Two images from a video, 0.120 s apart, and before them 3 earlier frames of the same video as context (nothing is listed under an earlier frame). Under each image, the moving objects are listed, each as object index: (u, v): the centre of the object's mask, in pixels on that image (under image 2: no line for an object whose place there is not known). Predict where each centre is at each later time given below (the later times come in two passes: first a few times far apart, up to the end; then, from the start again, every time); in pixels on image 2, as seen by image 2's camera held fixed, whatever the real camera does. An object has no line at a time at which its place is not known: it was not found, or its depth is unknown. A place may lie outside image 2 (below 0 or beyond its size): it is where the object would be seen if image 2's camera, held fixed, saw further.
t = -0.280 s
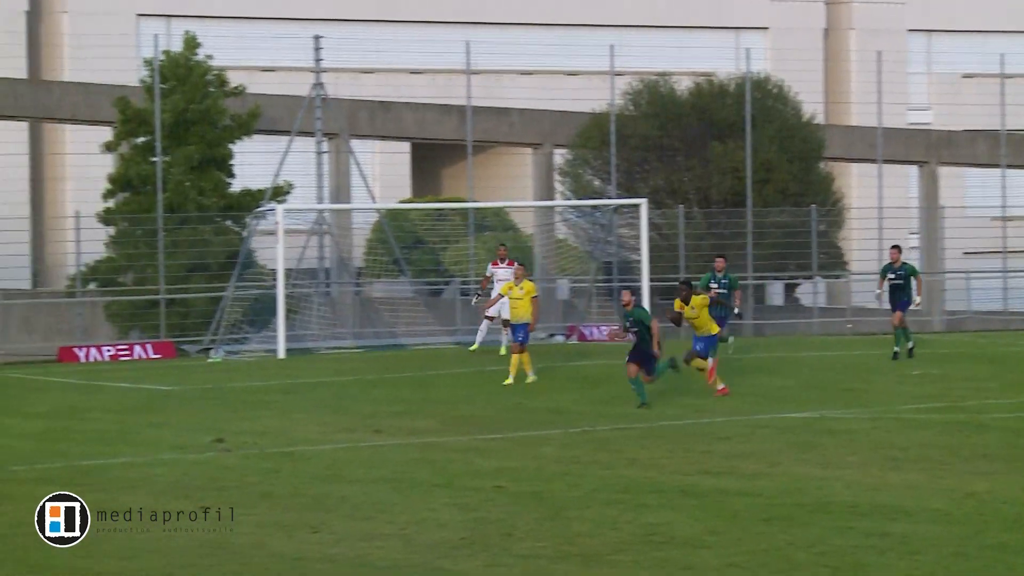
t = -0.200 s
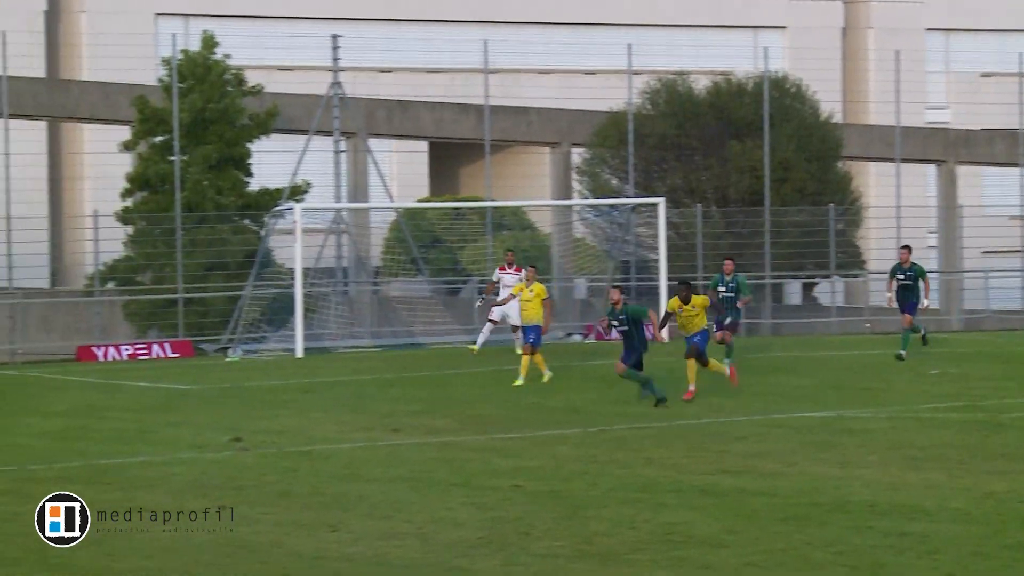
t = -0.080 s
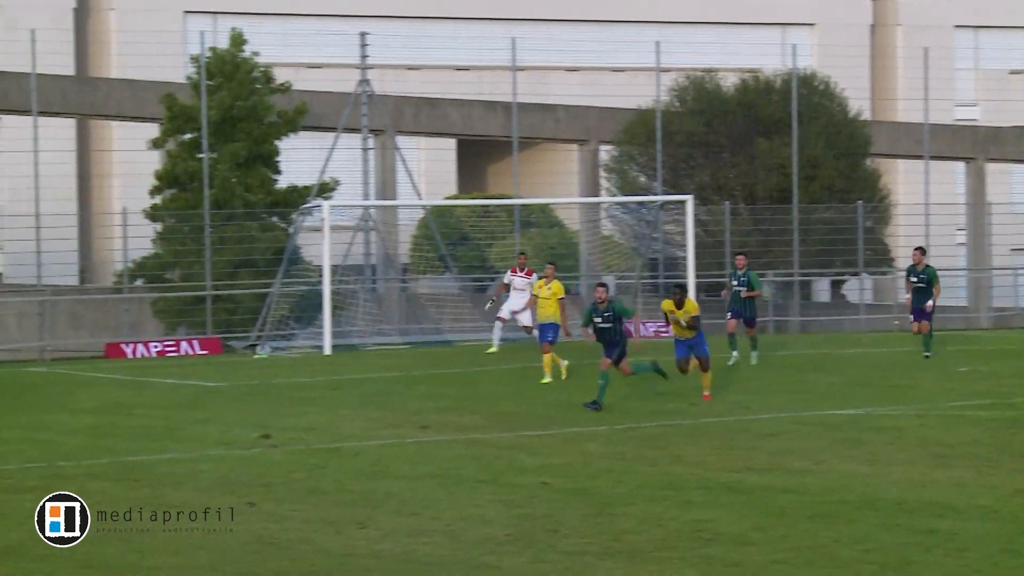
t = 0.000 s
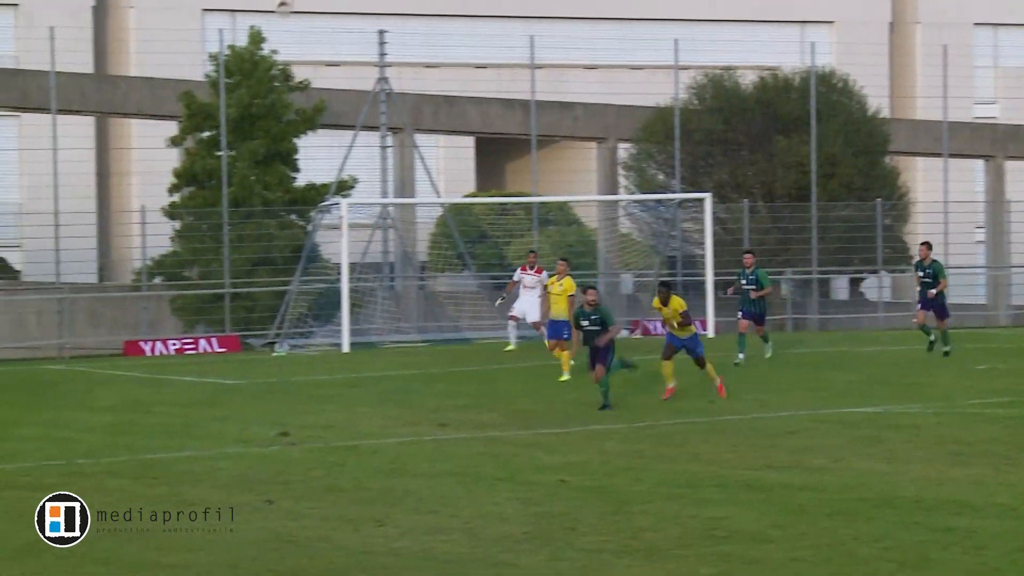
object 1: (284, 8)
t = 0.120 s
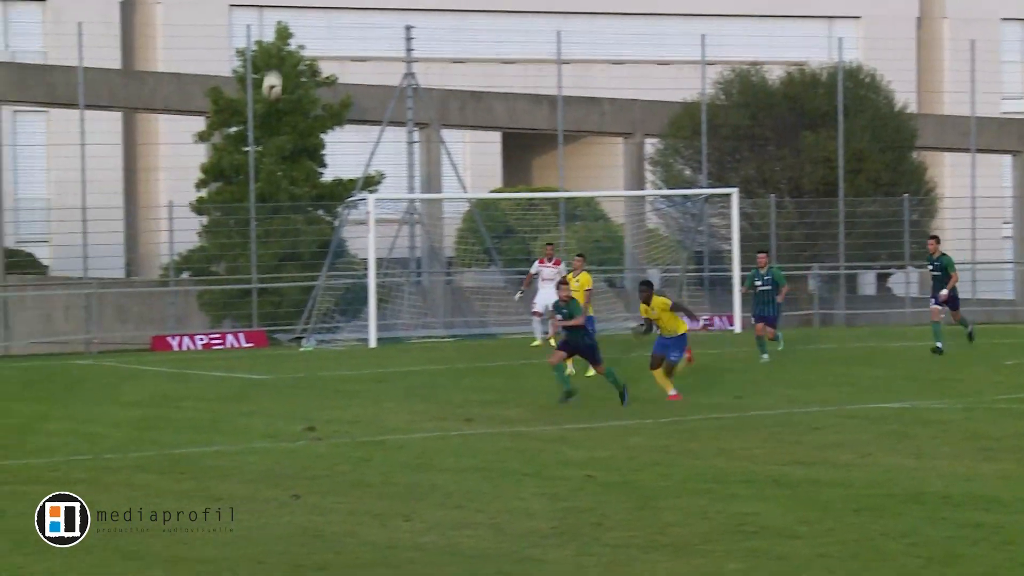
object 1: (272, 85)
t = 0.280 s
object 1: (223, 219)
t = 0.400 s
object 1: (185, 337)
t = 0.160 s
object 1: (260, 115)
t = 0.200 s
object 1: (248, 149)
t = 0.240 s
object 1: (236, 184)
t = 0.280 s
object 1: (223, 219)
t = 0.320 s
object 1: (211, 258)
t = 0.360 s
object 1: (197, 293)
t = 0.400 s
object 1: (185, 337)
